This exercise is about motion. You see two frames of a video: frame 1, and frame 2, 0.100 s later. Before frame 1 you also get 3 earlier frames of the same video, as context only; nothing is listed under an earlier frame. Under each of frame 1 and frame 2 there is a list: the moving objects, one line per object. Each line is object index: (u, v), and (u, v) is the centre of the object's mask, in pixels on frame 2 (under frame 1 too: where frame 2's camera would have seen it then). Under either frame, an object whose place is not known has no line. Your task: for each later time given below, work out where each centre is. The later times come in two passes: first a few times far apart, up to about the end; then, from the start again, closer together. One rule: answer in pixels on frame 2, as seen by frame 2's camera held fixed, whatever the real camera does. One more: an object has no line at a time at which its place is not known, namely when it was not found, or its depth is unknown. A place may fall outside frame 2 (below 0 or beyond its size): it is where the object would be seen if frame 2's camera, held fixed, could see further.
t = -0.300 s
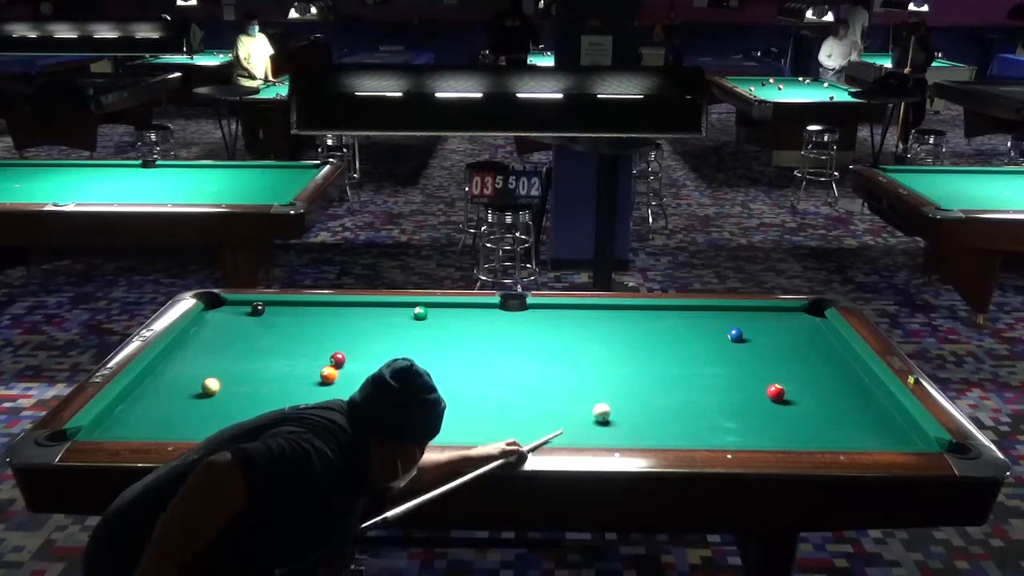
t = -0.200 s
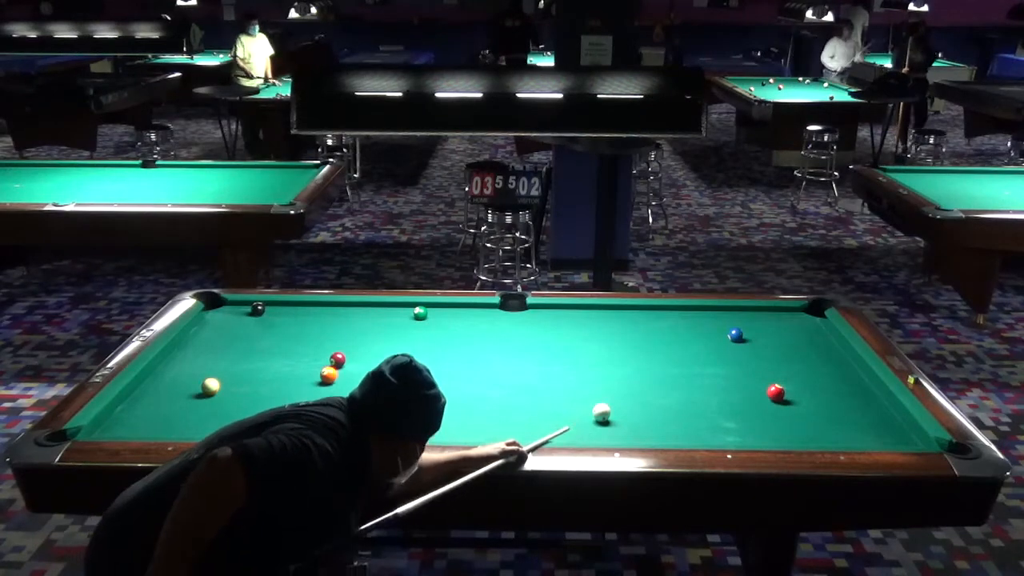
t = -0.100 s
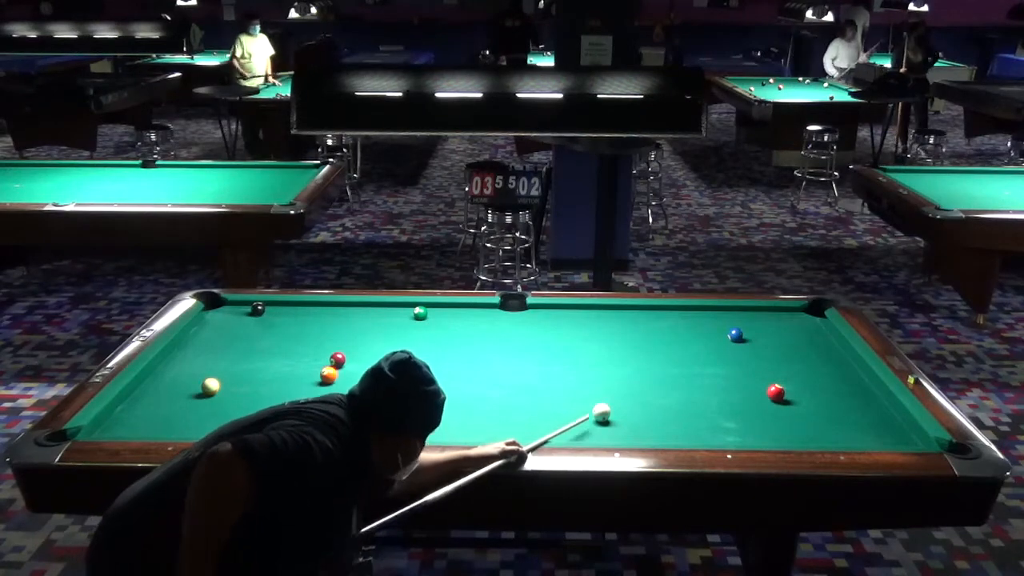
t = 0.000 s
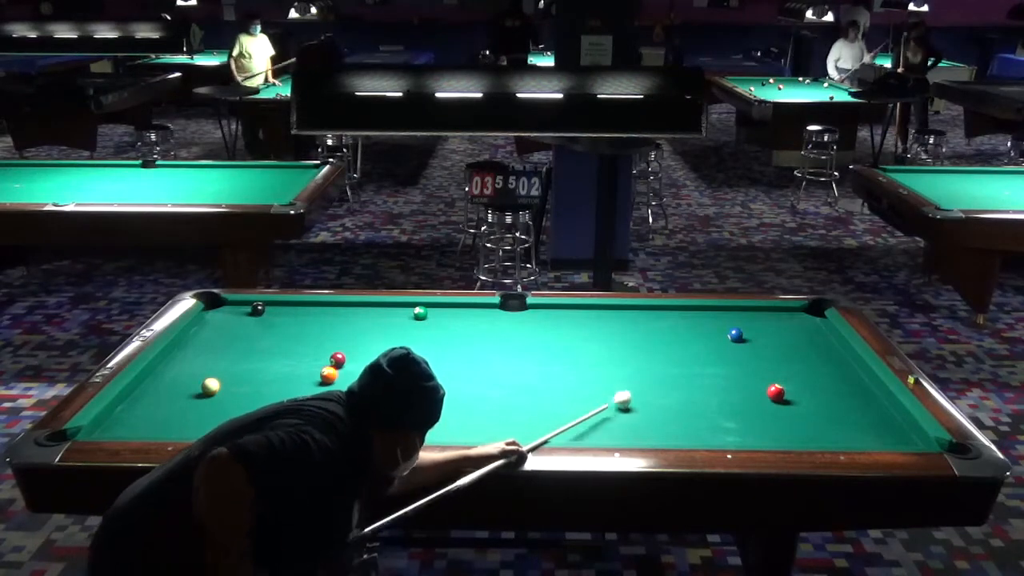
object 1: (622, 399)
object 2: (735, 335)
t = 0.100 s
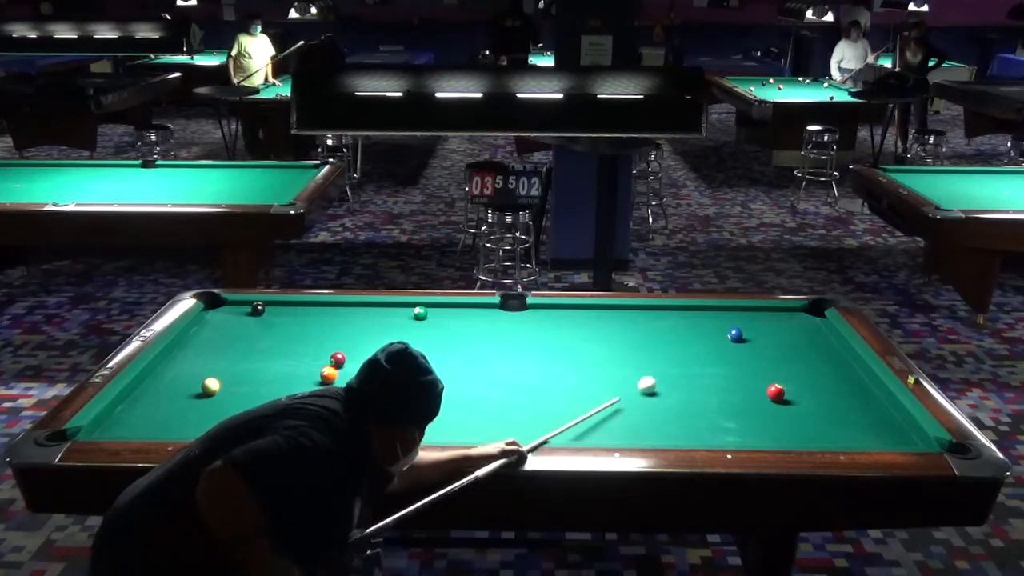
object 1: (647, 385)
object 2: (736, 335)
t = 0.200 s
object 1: (668, 372)
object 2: (735, 335)
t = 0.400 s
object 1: (708, 347)
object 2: (736, 335)
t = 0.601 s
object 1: (717, 333)
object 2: (757, 329)
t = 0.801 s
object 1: (711, 324)
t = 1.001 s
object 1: (705, 316)
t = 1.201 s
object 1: (700, 308)
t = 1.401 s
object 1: (695, 312)
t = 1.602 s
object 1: (691, 316)
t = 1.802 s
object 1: (686, 319)
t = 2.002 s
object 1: (681, 322)
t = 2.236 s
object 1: (676, 326)
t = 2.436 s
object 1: (672, 329)
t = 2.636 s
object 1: (669, 332)
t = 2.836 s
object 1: (667, 336)
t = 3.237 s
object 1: (659, 340)
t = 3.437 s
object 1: (656, 342)
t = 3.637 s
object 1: (654, 344)
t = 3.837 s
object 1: (652, 346)
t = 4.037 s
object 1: (650, 347)
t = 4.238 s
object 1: (649, 348)
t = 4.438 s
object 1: (648, 349)
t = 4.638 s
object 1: (647, 350)
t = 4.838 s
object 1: (647, 350)
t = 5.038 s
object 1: (646, 350)
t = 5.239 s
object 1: (646, 350)
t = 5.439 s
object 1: (646, 350)
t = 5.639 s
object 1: (646, 350)
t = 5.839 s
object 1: (647, 350)
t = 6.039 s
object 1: (647, 350)
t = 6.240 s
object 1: (646, 350)
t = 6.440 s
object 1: (646, 350)
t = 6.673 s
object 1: (647, 350)
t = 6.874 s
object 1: (646, 350)
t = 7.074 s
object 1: (646, 350)
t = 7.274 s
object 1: (646, 350)
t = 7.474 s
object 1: (646, 350)
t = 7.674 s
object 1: (646, 350)
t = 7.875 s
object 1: (647, 350)
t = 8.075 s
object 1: (646, 350)
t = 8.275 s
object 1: (646, 350)
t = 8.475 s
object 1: (647, 350)
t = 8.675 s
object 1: (647, 350)
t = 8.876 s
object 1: (646, 350)
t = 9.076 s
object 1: (647, 350)
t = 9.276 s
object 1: (646, 350)
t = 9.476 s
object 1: (647, 350)
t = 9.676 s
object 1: (647, 350)
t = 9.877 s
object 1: (647, 350)
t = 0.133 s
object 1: (654, 380)
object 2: (736, 335)
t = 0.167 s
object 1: (661, 376)
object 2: (736, 335)
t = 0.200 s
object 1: (668, 372)
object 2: (735, 335)
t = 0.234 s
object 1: (675, 367)
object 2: (736, 335)
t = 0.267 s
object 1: (682, 363)
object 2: (736, 335)
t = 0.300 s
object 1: (689, 359)
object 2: (736, 335)
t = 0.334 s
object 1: (695, 355)
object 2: (736, 335)
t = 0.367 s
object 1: (701, 351)
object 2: (736, 335)
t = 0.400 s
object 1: (708, 347)
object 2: (736, 335)
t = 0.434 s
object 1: (713, 344)
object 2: (736, 335)
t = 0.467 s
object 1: (719, 340)
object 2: (736, 335)
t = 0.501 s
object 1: (724, 337)
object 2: (737, 334)
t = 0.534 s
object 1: (721, 336)
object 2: (745, 333)
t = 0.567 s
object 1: (719, 335)
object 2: (751, 330)
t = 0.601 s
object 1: (717, 333)
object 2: (757, 329)
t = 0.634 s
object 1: (716, 332)
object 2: (764, 327)
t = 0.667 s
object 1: (715, 330)
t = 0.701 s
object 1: (714, 329)
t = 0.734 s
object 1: (713, 327)
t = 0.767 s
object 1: (712, 326)
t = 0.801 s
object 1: (711, 324)
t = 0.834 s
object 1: (710, 323)
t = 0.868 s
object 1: (709, 321)
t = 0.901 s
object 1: (708, 320)
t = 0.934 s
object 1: (707, 318)
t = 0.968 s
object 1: (706, 317)
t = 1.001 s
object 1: (705, 316)
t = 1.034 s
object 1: (705, 314)
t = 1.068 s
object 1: (703, 313)
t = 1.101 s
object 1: (702, 312)
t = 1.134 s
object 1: (702, 311)
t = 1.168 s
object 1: (701, 309)
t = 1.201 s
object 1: (700, 308)
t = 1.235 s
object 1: (699, 309)
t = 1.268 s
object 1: (698, 309)
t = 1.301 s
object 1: (698, 310)
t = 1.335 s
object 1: (697, 311)
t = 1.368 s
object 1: (696, 311)
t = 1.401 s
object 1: (695, 312)
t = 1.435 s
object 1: (694, 312)
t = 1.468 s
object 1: (694, 313)
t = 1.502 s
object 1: (693, 314)
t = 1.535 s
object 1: (692, 314)
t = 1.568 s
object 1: (691, 315)
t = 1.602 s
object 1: (691, 316)
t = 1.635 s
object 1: (689, 316)
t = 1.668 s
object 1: (689, 317)
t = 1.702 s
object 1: (688, 317)
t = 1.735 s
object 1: (687, 318)
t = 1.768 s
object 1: (686, 318)
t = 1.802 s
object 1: (686, 319)
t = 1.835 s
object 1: (685, 320)
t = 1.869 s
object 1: (684, 320)
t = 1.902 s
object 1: (683, 321)
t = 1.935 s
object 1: (683, 321)
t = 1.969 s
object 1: (682, 322)
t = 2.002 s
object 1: (681, 322)
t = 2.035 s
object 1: (680, 323)
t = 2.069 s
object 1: (680, 324)
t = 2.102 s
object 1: (679, 324)
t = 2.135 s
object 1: (678, 325)
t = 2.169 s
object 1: (678, 325)
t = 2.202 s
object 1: (676, 325)
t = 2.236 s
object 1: (676, 326)
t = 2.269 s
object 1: (676, 327)
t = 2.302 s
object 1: (675, 327)
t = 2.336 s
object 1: (674, 328)
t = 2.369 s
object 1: (674, 328)
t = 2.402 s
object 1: (673, 329)
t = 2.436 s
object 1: (672, 329)
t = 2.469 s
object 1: (671, 330)
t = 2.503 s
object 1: (671, 330)
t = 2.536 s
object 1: (670, 331)
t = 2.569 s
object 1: (670, 331)
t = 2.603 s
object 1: (669, 332)
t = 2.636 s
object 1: (669, 332)
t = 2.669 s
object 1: (668, 333)
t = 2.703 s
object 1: (667, 333)
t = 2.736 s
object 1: (667, 334)
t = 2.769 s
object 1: (666, 334)
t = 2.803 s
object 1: (666, 335)
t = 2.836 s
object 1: (667, 336)
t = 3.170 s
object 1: (657, 337)
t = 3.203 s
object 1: (659, 340)
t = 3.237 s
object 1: (659, 340)
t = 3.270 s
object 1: (658, 340)
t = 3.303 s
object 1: (658, 341)
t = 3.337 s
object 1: (658, 341)
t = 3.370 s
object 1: (657, 341)
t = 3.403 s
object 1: (657, 342)
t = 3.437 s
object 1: (656, 342)
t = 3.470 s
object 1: (656, 342)
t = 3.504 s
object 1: (655, 343)
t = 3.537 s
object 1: (655, 343)
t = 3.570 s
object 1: (654, 343)
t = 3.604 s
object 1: (654, 344)
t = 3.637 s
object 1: (654, 344)
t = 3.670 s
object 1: (653, 344)
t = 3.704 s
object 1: (653, 344)
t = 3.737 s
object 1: (653, 345)
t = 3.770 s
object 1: (652, 345)
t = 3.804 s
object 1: (652, 345)
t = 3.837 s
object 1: (652, 346)
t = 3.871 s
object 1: (652, 346)
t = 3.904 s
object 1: (651, 346)
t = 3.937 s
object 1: (651, 346)
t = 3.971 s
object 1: (651, 346)
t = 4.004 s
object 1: (651, 347)
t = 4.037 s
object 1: (650, 347)
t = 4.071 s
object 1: (650, 347)
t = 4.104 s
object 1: (650, 347)
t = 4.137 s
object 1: (650, 347)
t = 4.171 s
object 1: (650, 348)
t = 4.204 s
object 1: (649, 348)
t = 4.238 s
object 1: (649, 348)
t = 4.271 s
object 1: (649, 348)
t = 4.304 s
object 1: (649, 348)
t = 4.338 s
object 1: (649, 348)
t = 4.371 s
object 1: (648, 349)
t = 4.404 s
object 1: (648, 349)
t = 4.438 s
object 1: (648, 349)
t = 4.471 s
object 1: (648, 349)
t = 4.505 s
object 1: (648, 349)
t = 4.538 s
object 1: (648, 350)
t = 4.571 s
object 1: (648, 350)
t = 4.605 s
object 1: (648, 350)
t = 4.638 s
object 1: (647, 350)
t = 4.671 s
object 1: (647, 350)
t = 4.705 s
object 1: (647, 350)
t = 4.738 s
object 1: (647, 350)
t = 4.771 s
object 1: (647, 350)
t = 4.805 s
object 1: (647, 350)
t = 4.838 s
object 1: (647, 350)
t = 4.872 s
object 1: (647, 350)
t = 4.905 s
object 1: (647, 350)
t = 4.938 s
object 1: (646, 350)
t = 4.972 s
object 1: (646, 350)
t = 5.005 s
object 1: (646, 350)
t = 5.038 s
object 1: (646, 350)
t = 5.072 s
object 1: (646, 350)
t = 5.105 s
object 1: (646, 350)
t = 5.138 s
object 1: (646, 350)
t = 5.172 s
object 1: (646, 350)
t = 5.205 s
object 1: (646, 350)
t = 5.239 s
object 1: (646, 350)
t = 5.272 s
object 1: (646, 350)
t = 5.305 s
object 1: (646, 350)
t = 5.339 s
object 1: (646, 350)
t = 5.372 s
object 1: (646, 350)
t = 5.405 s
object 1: (646, 350)
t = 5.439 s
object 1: (646, 350)
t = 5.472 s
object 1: (646, 350)
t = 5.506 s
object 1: (647, 350)
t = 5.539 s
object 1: (647, 350)
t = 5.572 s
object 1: (647, 350)
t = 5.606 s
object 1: (646, 350)
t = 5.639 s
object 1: (646, 350)
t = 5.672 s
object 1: (647, 350)
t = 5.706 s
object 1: (647, 350)
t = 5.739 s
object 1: (647, 350)
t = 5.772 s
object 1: (647, 350)
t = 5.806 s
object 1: (647, 350)
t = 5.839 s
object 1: (647, 350)
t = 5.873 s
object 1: (646, 350)
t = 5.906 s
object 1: (646, 350)
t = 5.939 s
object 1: (646, 350)
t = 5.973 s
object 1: (646, 350)
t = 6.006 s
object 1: (647, 350)
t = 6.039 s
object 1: (647, 350)
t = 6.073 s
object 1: (646, 350)
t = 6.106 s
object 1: (647, 350)
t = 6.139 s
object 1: (647, 350)
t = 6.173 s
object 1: (646, 350)
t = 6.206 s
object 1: (647, 350)
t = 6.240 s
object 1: (646, 350)
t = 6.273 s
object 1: (647, 350)
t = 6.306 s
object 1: (647, 350)
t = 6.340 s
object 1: (647, 350)
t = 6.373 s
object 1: (647, 350)
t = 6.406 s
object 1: (647, 350)
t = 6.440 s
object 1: (646, 350)
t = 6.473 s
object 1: (646, 350)
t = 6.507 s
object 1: (647, 350)
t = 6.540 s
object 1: (647, 350)
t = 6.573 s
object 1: (647, 350)
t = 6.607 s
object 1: (646, 350)
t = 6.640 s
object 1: (647, 350)
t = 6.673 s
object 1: (647, 350)
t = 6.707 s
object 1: (647, 350)
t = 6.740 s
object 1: (646, 350)
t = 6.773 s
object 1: (646, 350)
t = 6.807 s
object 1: (646, 350)
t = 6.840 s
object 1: (646, 350)
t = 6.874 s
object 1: (646, 350)
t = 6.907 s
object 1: (646, 350)
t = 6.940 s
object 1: (647, 350)
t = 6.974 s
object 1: (646, 350)
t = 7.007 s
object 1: (646, 350)
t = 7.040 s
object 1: (646, 350)
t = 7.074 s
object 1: (646, 350)
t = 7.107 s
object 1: (646, 350)
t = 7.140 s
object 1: (646, 350)
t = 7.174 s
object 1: (646, 350)
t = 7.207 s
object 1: (646, 350)
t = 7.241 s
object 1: (646, 350)
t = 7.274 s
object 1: (646, 350)
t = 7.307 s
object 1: (646, 350)
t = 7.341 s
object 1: (647, 350)
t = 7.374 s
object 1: (647, 350)
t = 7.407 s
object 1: (647, 350)
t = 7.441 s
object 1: (647, 350)
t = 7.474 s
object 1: (646, 350)
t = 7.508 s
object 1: (646, 350)
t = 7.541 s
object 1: (647, 350)
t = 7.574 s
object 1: (647, 350)
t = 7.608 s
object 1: (647, 350)
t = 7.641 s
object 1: (647, 350)
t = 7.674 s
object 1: (646, 350)
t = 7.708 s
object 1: (647, 350)
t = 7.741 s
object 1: (646, 350)
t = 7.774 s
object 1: (647, 350)
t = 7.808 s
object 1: (646, 350)
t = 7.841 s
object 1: (646, 350)
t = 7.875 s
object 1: (647, 350)
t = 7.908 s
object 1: (646, 350)
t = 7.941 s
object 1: (646, 350)
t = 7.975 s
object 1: (647, 350)
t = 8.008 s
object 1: (647, 350)
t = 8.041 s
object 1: (647, 350)
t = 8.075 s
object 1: (646, 350)
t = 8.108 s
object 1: (646, 350)
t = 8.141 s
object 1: (647, 350)
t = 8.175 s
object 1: (646, 350)
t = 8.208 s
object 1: (646, 350)
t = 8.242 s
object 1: (647, 350)
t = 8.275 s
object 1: (646, 350)
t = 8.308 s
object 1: (647, 350)
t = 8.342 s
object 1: (647, 350)
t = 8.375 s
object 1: (647, 350)
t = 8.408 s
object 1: (647, 350)
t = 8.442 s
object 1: (646, 350)
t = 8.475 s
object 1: (647, 350)
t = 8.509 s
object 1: (646, 350)
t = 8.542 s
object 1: (646, 350)
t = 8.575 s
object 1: (646, 350)
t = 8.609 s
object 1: (647, 350)
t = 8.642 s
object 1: (647, 350)
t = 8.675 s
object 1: (647, 350)
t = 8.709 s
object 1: (647, 350)
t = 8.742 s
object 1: (647, 350)
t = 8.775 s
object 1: (647, 350)
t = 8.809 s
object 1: (646, 350)
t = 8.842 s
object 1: (646, 350)
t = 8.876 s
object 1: (646, 350)
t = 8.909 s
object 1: (646, 350)
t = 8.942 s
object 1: (646, 350)
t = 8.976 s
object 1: (647, 350)
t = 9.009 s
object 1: (647, 350)
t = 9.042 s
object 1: (647, 350)
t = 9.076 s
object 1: (647, 350)
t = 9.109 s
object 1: (647, 350)
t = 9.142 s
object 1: (647, 350)
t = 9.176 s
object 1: (647, 350)
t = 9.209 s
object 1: (646, 350)
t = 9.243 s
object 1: (646, 350)
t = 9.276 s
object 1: (646, 350)
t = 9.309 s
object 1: (646, 350)
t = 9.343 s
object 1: (647, 350)
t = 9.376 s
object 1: (647, 350)
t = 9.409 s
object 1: (647, 350)
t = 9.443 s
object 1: (647, 350)
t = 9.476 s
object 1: (647, 350)
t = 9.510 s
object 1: (647, 350)
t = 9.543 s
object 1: (647, 350)
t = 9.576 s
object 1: (647, 350)
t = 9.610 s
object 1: (647, 350)
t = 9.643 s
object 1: (647, 350)
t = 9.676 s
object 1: (647, 350)
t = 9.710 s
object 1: (646, 350)
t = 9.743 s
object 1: (647, 350)
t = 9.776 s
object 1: (646, 350)
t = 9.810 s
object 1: (647, 350)
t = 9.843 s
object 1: (646, 350)
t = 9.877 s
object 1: (647, 350)
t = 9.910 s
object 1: (646, 350)
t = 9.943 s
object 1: (647, 350)
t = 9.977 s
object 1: (646, 350)
